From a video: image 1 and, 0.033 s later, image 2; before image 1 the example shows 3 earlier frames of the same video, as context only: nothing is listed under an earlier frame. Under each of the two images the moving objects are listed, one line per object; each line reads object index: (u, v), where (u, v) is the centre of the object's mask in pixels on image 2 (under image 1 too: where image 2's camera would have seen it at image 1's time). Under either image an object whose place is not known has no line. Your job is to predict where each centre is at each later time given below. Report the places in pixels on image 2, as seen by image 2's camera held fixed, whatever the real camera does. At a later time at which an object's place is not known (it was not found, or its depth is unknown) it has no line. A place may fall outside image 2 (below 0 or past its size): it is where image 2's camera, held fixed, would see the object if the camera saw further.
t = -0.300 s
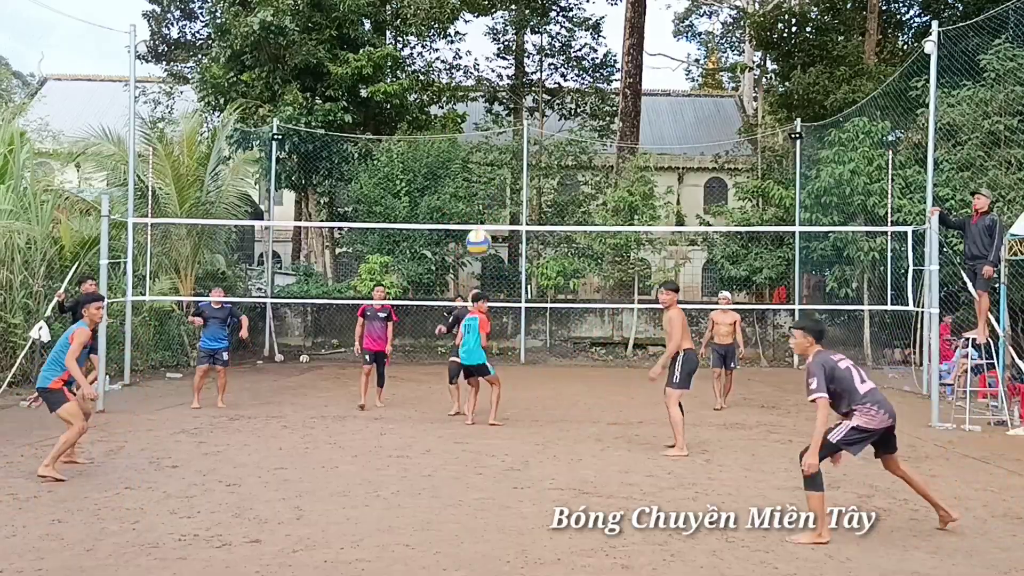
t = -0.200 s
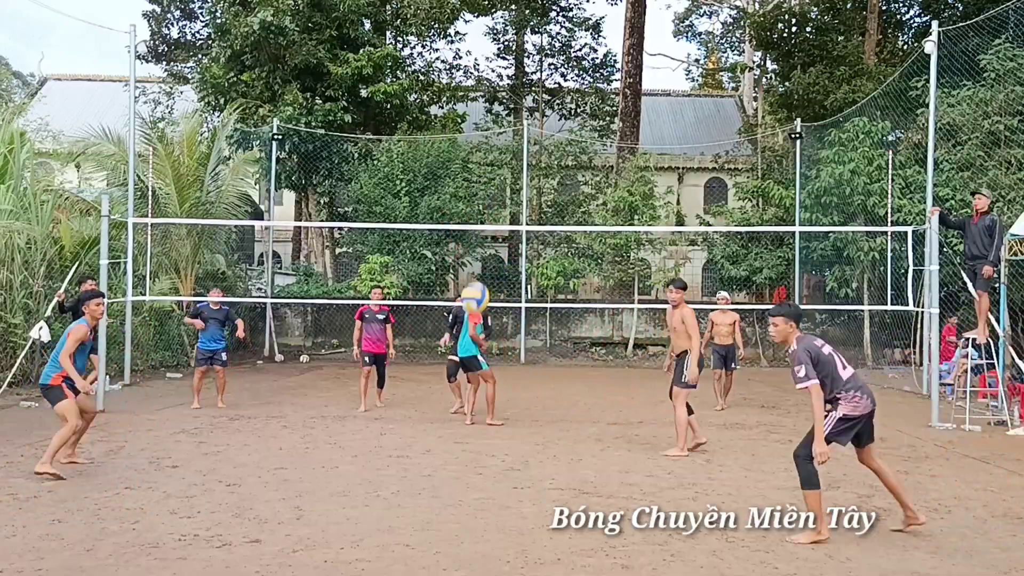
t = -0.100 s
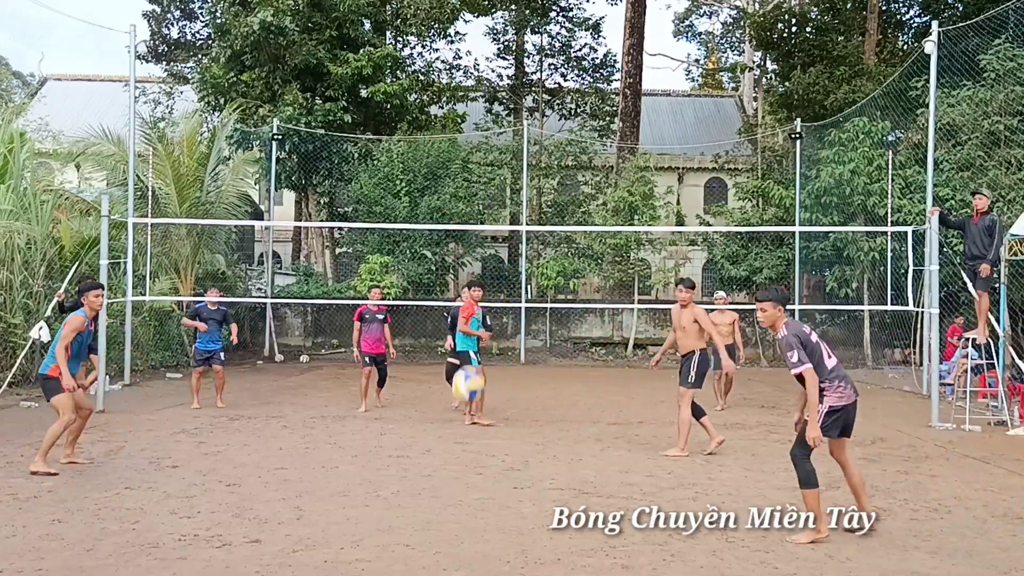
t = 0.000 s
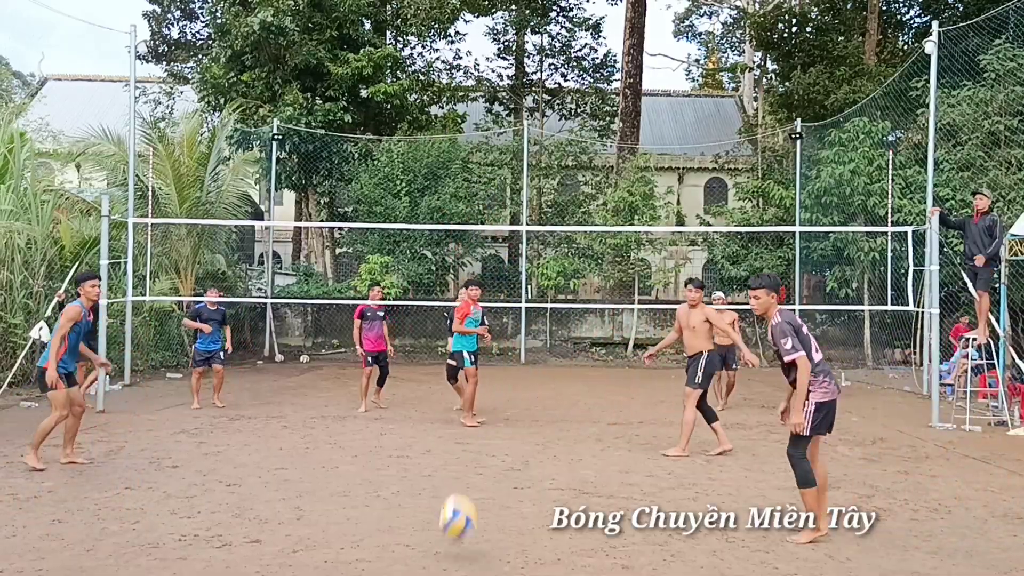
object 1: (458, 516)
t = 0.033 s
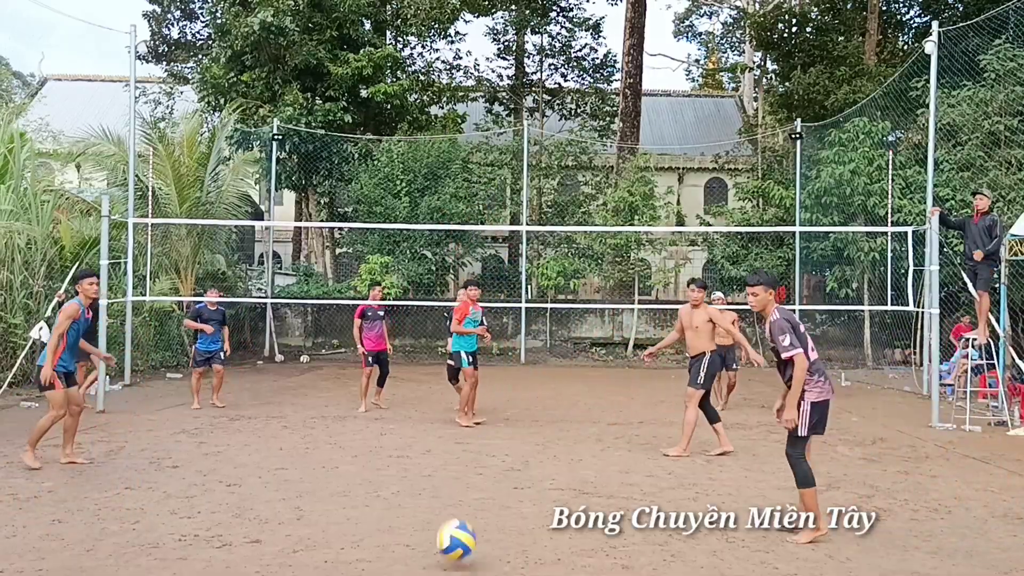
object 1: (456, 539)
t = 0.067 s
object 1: (456, 512)
